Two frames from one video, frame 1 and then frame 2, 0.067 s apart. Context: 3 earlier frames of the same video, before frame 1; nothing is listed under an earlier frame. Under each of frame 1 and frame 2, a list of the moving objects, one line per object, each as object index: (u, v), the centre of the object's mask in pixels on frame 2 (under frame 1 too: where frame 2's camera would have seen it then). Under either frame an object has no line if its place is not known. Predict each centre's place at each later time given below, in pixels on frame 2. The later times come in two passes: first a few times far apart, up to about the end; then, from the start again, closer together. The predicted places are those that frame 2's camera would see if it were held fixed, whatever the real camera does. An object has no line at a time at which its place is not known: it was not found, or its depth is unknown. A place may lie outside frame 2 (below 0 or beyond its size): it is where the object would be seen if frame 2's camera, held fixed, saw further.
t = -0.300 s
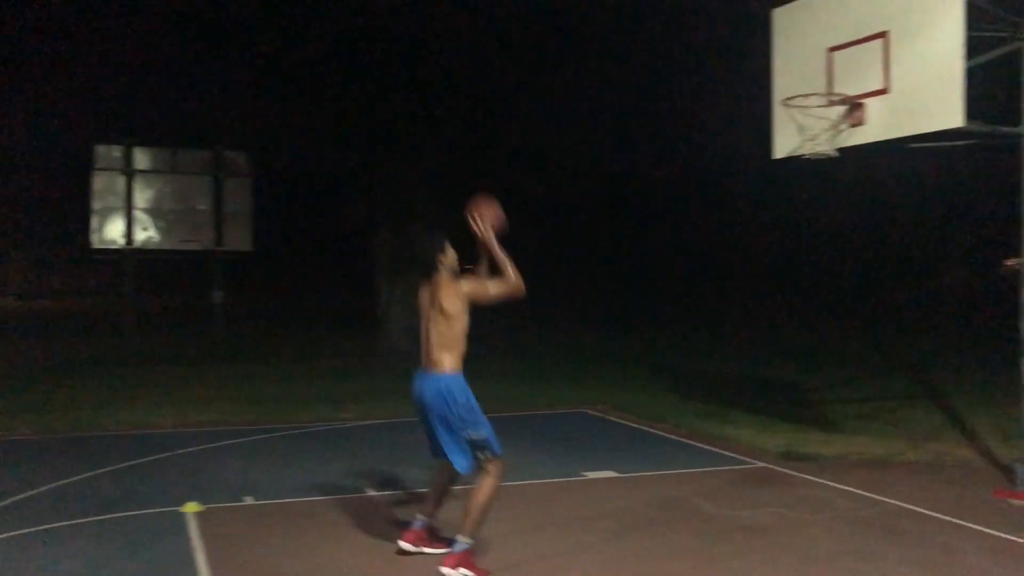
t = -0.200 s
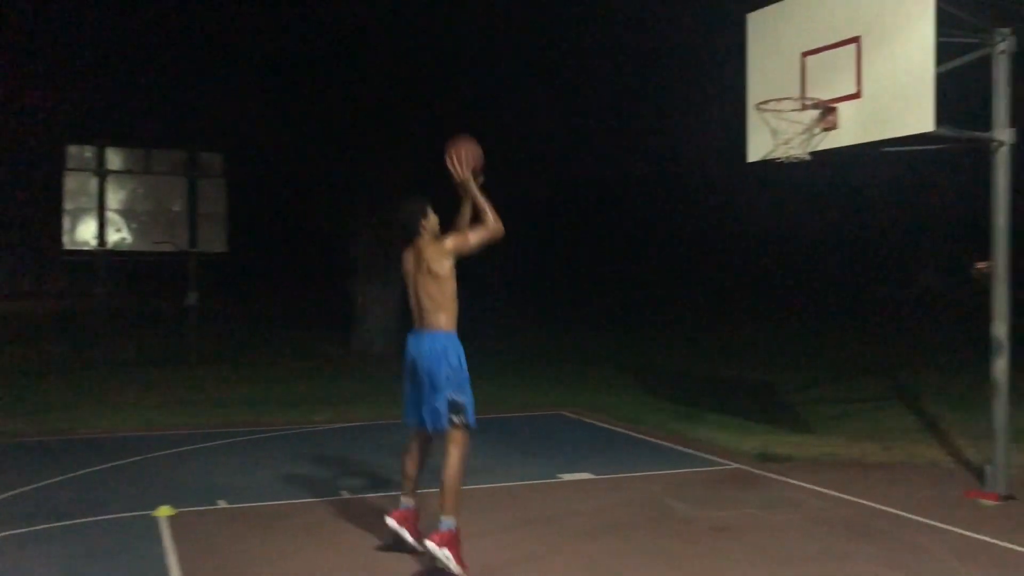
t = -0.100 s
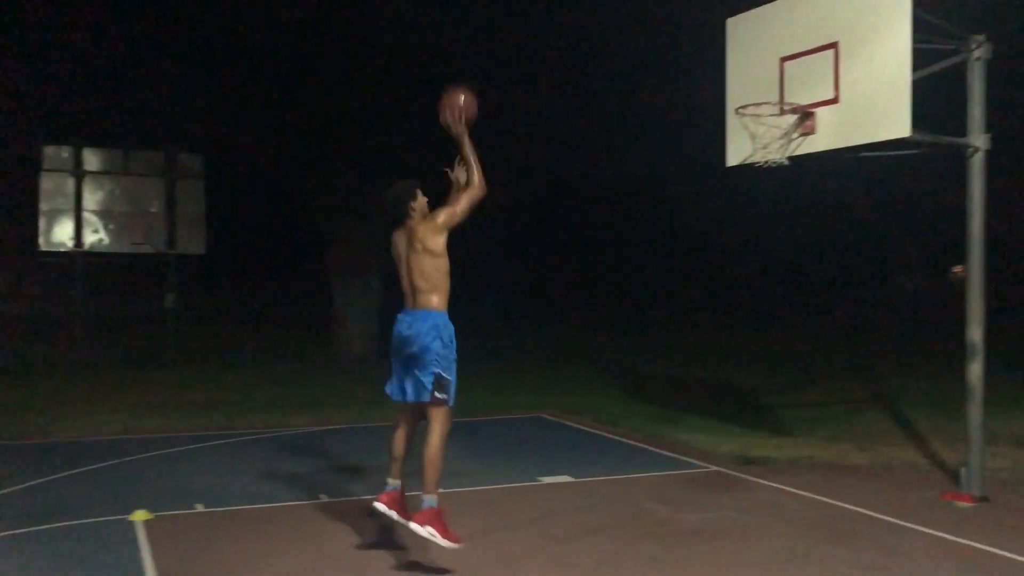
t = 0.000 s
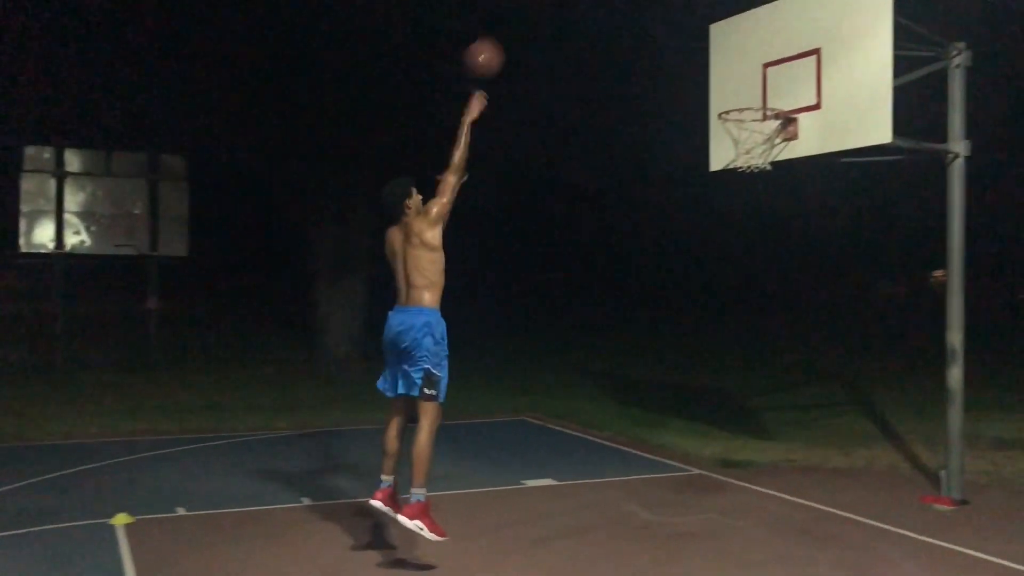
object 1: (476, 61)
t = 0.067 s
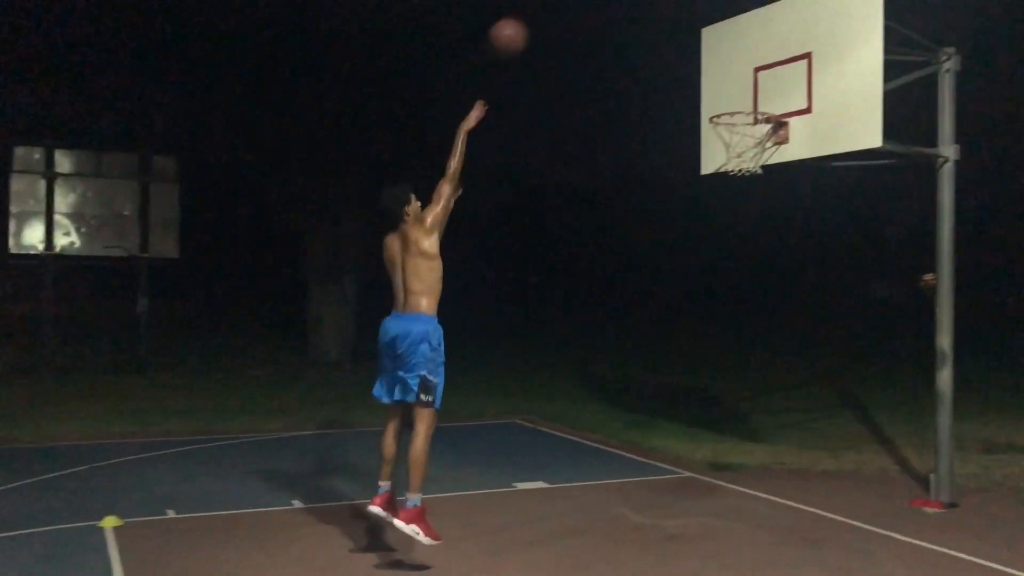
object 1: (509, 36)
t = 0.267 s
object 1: (599, 8)
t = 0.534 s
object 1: (702, 54)
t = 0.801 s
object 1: (747, 161)
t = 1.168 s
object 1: (672, 285)
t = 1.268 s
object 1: (654, 346)
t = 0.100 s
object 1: (524, 28)
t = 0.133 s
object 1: (540, 20)
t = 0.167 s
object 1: (555, 14)
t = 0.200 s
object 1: (570, 10)
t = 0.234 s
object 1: (584, 9)
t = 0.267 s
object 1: (599, 8)
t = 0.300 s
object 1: (612, 8)
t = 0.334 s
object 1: (627, 11)
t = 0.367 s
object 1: (640, 14)
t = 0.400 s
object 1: (654, 19)
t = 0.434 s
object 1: (667, 26)
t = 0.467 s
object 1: (679, 34)
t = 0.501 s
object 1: (691, 43)
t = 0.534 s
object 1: (702, 54)
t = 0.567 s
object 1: (715, 66)
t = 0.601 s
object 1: (725, 80)
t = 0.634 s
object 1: (736, 93)
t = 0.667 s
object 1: (748, 110)
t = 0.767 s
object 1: (751, 161)
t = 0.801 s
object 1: (747, 161)
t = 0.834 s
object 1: (740, 167)
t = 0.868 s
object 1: (731, 172)
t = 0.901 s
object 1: (724, 177)
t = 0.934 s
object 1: (718, 186)
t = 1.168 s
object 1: (672, 285)
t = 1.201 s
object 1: (666, 304)
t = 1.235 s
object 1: (659, 325)
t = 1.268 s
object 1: (654, 346)
